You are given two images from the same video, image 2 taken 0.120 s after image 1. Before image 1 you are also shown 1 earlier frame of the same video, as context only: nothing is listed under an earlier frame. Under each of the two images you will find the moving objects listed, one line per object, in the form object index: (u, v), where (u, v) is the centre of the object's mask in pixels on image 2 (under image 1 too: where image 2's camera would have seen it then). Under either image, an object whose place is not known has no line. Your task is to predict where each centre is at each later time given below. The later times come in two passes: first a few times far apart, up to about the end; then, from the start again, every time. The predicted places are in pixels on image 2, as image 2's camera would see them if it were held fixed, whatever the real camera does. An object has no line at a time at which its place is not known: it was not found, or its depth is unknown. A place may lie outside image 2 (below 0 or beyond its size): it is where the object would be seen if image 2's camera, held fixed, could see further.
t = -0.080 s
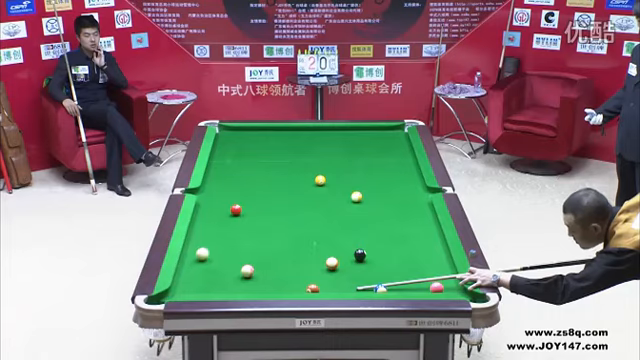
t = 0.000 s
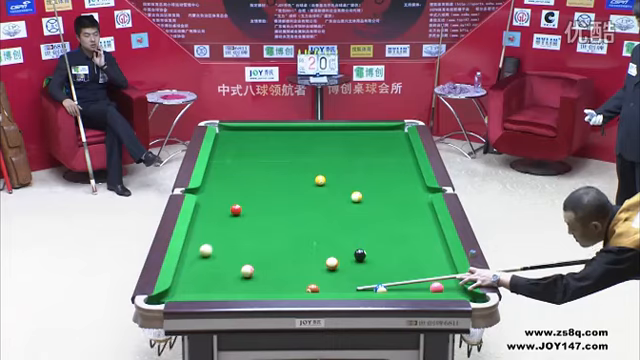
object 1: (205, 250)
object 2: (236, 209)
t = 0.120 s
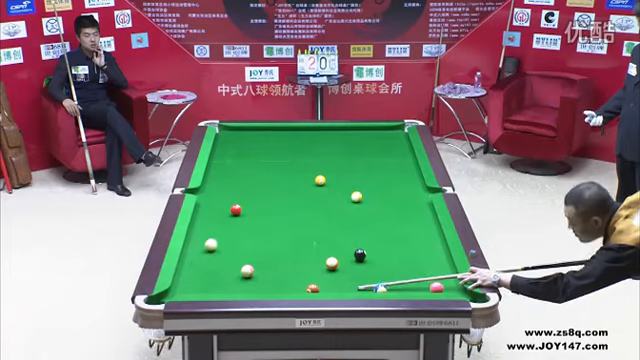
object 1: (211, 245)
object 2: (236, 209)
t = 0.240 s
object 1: (215, 239)
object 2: (236, 209)
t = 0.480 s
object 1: (224, 230)
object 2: (236, 209)
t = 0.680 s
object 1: (231, 223)
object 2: (236, 209)
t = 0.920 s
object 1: (239, 215)
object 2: (235, 208)
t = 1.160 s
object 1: (249, 210)
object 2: (233, 208)
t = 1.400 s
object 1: (259, 207)
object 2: (229, 205)
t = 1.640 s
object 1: (269, 204)
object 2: (226, 204)
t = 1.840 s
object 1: (276, 201)
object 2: (224, 203)
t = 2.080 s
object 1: (284, 199)
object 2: (222, 201)
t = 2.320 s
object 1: (290, 197)
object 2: (221, 201)
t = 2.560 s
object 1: (296, 195)
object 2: (220, 200)
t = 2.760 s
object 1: (300, 194)
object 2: (219, 199)
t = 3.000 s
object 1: (305, 193)
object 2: (219, 199)
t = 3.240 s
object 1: (308, 192)
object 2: (219, 199)
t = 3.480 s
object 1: (311, 191)
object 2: (219, 199)
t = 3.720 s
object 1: (313, 190)
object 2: (219, 199)
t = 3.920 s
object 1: (314, 190)
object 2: (219, 199)
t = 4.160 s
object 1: (314, 190)
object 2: (219, 199)
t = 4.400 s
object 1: (314, 190)
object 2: (219, 199)
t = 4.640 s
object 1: (314, 190)
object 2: (219, 199)
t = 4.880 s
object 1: (314, 190)
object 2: (219, 199)
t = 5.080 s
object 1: (314, 190)
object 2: (219, 199)
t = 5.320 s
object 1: (314, 190)
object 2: (219, 199)
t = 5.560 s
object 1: (314, 190)
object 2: (219, 199)
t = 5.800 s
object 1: (314, 190)
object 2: (219, 199)
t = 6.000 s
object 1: (314, 190)
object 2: (219, 199)
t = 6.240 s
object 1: (314, 190)
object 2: (219, 199)
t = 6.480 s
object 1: (314, 190)
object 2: (219, 199)
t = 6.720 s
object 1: (314, 190)
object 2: (219, 199)
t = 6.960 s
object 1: (314, 190)
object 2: (219, 199)
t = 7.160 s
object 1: (314, 190)
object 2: (219, 199)
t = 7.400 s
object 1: (314, 190)
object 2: (219, 199)
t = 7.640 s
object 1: (314, 190)
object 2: (219, 199)
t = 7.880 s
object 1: (314, 190)
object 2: (219, 199)
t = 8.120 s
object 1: (314, 190)
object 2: (219, 199)
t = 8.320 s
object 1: (314, 190)
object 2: (219, 199)
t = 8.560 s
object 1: (314, 190)
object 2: (219, 199)
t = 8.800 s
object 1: (314, 190)
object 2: (219, 199)
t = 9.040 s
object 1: (314, 190)
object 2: (219, 200)
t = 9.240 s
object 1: (314, 190)
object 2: (219, 199)
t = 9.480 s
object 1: (314, 190)
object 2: (219, 199)
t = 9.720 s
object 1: (314, 190)
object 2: (219, 200)
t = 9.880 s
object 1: (314, 190)
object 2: (219, 200)
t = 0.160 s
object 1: (212, 243)
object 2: (236, 209)
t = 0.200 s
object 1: (214, 241)
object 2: (236, 210)
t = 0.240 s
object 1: (215, 239)
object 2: (236, 209)
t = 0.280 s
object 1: (217, 238)
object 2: (236, 209)
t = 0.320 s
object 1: (219, 236)
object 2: (236, 209)
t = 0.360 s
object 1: (220, 235)
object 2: (236, 209)
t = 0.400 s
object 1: (222, 233)
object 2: (236, 209)
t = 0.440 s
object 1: (223, 232)
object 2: (236, 209)
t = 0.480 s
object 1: (224, 230)
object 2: (236, 209)
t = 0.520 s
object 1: (226, 229)
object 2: (236, 209)
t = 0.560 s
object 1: (227, 227)
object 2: (236, 209)
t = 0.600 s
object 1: (229, 226)
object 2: (236, 209)
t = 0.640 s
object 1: (230, 224)
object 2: (236, 210)
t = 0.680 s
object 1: (231, 223)
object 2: (236, 209)
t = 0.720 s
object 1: (233, 222)
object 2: (236, 209)
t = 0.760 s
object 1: (234, 220)
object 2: (236, 209)
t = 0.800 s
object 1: (235, 219)
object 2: (236, 208)
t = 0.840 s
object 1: (236, 218)
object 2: (235, 208)
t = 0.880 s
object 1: (238, 216)
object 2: (235, 208)
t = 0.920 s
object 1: (239, 215)
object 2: (235, 208)
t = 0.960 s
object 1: (240, 214)
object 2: (234, 208)
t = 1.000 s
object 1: (242, 213)
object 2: (234, 208)
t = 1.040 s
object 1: (244, 213)
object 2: (234, 209)
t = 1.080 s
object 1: (245, 212)
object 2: (234, 208)
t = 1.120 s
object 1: (247, 211)
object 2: (233, 208)
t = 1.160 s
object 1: (249, 210)
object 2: (233, 208)
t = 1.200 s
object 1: (251, 210)
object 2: (232, 207)
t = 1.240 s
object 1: (253, 209)
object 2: (231, 207)
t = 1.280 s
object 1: (254, 209)
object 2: (231, 207)
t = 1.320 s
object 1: (256, 208)
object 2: (230, 206)
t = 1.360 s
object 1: (258, 208)
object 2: (230, 206)
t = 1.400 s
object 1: (259, 207)
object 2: (229, 205)
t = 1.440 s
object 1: (261, 206)
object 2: (229, 205)
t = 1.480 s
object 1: (263, 206)
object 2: (228, 205)
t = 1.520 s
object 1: (265, 205)
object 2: (228, 205)
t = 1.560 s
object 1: (266, 205)
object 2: (227, 204)
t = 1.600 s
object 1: (267, 204)
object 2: (227, 204)
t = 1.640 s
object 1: (269, 204)
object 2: (226, 204)
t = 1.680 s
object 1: (270, 203)
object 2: (226, 203)
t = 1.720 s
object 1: (272, 203)
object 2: (225, 203)
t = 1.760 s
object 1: (273, 202)
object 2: (225, 203)
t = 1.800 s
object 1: (275, 202)
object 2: (224, 203)
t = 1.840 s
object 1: (276, 201)
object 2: (224, 203)
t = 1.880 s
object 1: (277, 201)
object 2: (224, 202)
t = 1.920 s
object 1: (279, 201)
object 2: (224, 202)
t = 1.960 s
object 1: (280, 200)
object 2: (223, 202)
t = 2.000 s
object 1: (281, 200)
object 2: (223, 202)
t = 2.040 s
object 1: (282, 199)
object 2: (223, 201)
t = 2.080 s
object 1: (284, 199)
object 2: (222, 201)
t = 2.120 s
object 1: (285, 199)
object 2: (222, 201)
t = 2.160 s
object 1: (286, 199)
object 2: (221, 201)
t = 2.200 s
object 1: (287, 198)
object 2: (221, 201)
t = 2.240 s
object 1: (288, 198)
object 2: (221, 201)
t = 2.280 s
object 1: (289, 197)
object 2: (221, 201)
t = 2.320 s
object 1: (290, 197)
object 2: (221, 201)
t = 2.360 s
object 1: (292, 197)
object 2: (220, 200)
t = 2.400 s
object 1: (292, 197)
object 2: (220, 200)
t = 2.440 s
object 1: (293, 196)
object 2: (220, 200)
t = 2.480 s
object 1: (294, 196)
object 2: (220, 200)
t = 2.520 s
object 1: (295, 196)
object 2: (220, 200)
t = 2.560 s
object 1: (296, 195)
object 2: (220, 200)
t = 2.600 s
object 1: (297, 195)
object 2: (220, 200)
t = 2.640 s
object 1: (298, 195)
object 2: (219, 200)
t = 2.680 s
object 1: (299, 194)
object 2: (219, 200)
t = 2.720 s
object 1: (300, 194)
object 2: (219, 199)
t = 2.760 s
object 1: (300, 194)
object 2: (219, 199)
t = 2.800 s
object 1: (301, 194)
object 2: (219, 199)
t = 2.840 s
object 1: (302, 193)
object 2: (219, 199)
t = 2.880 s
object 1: (303, 193)
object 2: (219, 199)
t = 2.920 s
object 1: (303, 193)
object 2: (219, 200)
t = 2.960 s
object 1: (304, 193)
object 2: (219, 199)
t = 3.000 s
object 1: (305, 193)
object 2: (219, 199)
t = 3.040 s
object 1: (305, 192)
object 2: (219, 199)
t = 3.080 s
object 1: (306, 192)
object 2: (219, 199)
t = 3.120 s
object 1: (307, 192)
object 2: (219, 200)
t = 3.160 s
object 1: (307, 192)
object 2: (219, 199)
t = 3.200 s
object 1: (308, 192)
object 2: (219, 199)
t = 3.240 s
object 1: (308, 192)
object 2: (219, 199)
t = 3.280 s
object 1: (309, 191)
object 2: (219, 199)
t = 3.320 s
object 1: (309, 191)
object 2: (219, 199)
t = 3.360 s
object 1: (310, 191)
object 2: (219, 199)
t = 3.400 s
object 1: (310, 191)
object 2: (219, 199)
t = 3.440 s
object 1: (310, 191)
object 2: (219, 199)
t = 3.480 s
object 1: (311, 191)
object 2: (219, 199)
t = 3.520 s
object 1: (311, 191)
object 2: (219, 199)
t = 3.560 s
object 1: (312, 191)
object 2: (219, 199)
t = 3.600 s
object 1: (312, 191)
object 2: (219, 199)
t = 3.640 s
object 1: (312, 191)
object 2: (219, 200)
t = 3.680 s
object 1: (313, 191)
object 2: (219, 199)
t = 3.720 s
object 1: (313, 190)
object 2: (219, 199)
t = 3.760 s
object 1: (313, 190)
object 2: (219, 199)
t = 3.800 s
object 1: (313, 190)
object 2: (219, 199)
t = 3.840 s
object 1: (314, 190)
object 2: (219, 199)
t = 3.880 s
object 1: (314, 190)
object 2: (219, 199)
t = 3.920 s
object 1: (314, 190)
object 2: (219, 199)
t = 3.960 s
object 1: (314, 190)
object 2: (219, 199)
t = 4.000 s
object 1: (314, 190)
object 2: (219, 199)
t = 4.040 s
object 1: (314, 190)
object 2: (219, 199)
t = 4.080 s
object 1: (314, 190)
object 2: (219, 199)
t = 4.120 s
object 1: (314, 190)
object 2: (219, 199)
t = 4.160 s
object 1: (314, 190)
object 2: (219, 199)
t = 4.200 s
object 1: (314, 190)
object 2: (219, 199)
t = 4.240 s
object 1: (314, 190)
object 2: (219, 199)
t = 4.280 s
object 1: (314, 190)
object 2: (219, 199)
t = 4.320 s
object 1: (314, 190)
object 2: (219, 199)
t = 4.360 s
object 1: (314, 190)
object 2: (219, 199)
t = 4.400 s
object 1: (314, 190)
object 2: (219, 199)
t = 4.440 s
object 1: (314, 190)
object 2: (219, 199)
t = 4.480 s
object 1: (314, 190)
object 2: (219, 199)
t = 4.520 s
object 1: (314, 190)
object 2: (219, 199)
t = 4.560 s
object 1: (314, 190)
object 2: (219, 199)
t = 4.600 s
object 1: (314, 190)
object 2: (219, 199)
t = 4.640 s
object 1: (314, 190)
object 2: (219, 199)
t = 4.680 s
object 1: (314, 190)
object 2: (219, 199)
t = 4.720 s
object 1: (314, 190)
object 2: (219, 199)
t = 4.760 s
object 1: (314, 190)
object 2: (219, 199)
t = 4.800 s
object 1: (314, 190)
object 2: (219, 199)
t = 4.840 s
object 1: (314, 190)
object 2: (219, 199)
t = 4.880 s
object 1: (314, 190)
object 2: (219, 199)
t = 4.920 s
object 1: (314, 190)
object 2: (219, 199)
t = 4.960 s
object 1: (314, 190)
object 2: (219, 199)
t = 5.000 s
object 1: (314, 190)
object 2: (219, 199)
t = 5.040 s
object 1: (314, 190)
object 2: (219, 199)
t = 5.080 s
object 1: (314, 190)
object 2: (219, 199)
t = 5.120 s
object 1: (314, 190)
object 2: (219, 199)
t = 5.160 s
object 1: (314, 190)
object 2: (219, 199)
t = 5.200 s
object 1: (314, 190)
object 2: (219, 199)
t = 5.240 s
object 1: (314, 190)
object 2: (219, 199)
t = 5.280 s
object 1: (314, 190)
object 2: (219, 199)
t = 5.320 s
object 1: (314, 190)
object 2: (219, 199)
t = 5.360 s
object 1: (314, 190)
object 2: (219, 199)
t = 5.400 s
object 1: (314, 190)
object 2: (219, 199)
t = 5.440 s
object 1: (314, 190)
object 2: (219, 199)
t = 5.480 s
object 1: (314, 190)
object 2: (219, 199)
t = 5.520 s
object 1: (314, 190)
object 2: (219, 199)
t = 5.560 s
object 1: (314, 190)
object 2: (219, 199)
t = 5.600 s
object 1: (314, 190)
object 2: (219, 199)
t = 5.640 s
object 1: (314, 190)
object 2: (219, 199)
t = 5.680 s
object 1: (314, 190)
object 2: (219, 199)
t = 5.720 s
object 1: (314, 190)
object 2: (219, 199)
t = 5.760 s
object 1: (314, 190)
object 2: (219, 199)
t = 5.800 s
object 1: (314, 190)
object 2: (219, 199)
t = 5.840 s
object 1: (314, 190)
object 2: (219, 199)
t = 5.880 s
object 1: (314, 190)
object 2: (219, 199)
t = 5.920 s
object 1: (314, 190)
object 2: (219, 199)
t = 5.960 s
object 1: (314, 190)
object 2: (219, 199)
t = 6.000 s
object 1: (314, 190)
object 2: (219, 199)
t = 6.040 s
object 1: (314, 190)
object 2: (219, 199)
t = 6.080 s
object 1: (314, 190)
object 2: (219, 199)
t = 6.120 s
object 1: (314, 190)
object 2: (219, 199)
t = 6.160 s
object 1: (314, 190)
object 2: (219, 199)
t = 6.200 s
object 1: (314, 190)
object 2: (219, 199)
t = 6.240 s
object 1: (314, 190)
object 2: (219, 199)
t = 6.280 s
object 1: (314, 190)
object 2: (219, 199)
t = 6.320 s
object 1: (314, 190)
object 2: (219, 199)
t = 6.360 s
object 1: (314, 190)
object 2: (219, 199)
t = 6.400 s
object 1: (314, 190)
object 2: (219, 199)
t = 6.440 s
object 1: (314, 190)
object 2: (219, 199)
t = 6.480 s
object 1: (314, 190)
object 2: (219, 199)
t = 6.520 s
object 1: (314, 190)
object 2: (219, 199)
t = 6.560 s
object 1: (314, 190)
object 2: (219, 199)
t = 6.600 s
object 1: (314, 190)
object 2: (219, 199)
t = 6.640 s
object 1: (314, 190)
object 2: (219, 199)
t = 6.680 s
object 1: (314, 190)
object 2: (219, 199)
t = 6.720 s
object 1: (314, 190)
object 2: (219, 199)
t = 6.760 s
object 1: (314, 190)
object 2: (219, 199)
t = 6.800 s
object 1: (314, 190)
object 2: (219, 199)
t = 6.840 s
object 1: (314, 190)
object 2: (219, 199)
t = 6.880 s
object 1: (314, 190)
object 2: (219, 199)
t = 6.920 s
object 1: (314, 190)
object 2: (219, 199)
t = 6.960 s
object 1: (314, 190)
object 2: (219, 199)
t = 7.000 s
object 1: (314, 190)
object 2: (219, 199)
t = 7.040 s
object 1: (314, 190)
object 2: (219, 199)
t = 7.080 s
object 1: (314, 190)
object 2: (219, 199)
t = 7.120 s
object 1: (314, 190)
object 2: (219, 199)
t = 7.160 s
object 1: (314, 190)
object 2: (219, 199)
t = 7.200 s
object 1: (314, 190)
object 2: (219, 199)
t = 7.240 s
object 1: (314, 190)
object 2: (219, 199)
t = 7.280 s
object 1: (314, 190)
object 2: (219, 199)
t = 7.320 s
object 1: (314, 190)
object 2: (219, 199)
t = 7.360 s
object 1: (314, 190)
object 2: (219, 199)
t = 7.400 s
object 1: (314, 190)
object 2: (219, 199)
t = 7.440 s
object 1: (314, 190)
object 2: (219, 199)
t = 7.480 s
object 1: (314, 190)
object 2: (219, 199)
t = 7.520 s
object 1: (314, 190)
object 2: (219, 199)
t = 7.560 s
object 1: (314, 190)
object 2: (219, 199)
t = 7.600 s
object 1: (314, 190)
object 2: (219, 199)
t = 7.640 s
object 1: (314, 190)
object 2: (219, 199)
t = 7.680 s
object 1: (314, 190)
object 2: (219, 199)
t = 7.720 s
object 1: (314, 190)
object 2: (219, 199)
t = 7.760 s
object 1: (314, 190)
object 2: (219, 199)
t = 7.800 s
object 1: (314, 190)
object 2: (219, 199)
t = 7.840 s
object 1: (314, 190)
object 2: (219, 199)
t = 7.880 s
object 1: (314, 190)
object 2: (219, 199)
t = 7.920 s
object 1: (314, 190)
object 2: (219, 199)
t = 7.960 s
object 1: (314, 190)
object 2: (219, 199)
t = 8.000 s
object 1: (314, 190)
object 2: (219, 199)
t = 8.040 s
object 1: (314, 190)
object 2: (219, 199)
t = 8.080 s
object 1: (314, 190)
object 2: (219, 199)
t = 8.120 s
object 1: (314, 190)
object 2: (219, 199)
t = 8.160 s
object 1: (314, 190)
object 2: (219, 199)
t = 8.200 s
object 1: (314, 190)
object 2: (219, 199)
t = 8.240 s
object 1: (314, 190)
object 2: (219, 199)
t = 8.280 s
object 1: (314, 190)
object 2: (219, 199)
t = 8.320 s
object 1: (314, 190)
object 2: (219, 199)
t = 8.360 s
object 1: (314, 190)
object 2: (219, 199)
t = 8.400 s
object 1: (314, 190)
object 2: (219, 199)
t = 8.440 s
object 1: (314, 190)
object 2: (219, 199)
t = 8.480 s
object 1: (314, 190)
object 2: (219, 199)
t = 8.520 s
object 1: (314, 190)
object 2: (219, 199)
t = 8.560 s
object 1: (314, 190)
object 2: (219, 199)
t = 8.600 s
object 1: (314, 190)
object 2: (219, 199)
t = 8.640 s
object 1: (314, 190)
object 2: (219, 199)
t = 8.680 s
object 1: (314, 190)
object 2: (219, 199)
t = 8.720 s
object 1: (314, 190)
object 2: (219, 199)
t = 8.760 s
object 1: (314, 190)
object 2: (219, 200)
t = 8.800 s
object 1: (314, 190)
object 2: (219, 199)
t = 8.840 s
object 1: (314, 190)
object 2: (219, 200)
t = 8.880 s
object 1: (314, 190)
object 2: (219, 200)
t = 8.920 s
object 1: (314, 190)
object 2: (219, 200)
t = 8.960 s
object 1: (314, 190)
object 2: (219, 199)
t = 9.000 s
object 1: (314, 190)
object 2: (219, 199)
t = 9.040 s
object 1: (314, 190)
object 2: (219, 200)
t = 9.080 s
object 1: (314, 190)
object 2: (219, 199)
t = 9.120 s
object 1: (314, 190)
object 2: (219, 199)
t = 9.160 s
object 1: (314, 190)
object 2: (219, 199)
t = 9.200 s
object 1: (314, 190)
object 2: (219, 199)
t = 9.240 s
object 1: (314, 190)
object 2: (219, 199)
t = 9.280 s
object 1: (314, 190)
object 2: (219, 199)
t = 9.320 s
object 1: (314, 190)
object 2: (219, 199)
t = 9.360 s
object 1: (314, 190)
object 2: (219, 199)
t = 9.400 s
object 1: (314, 190)
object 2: (219, 199)
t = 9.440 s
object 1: (314, 190)
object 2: (219, 199)
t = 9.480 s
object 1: (314, 190)
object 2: (219, 199)
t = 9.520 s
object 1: (314, 190)
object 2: (219, 199)
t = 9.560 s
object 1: (314, 190)
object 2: (219, 199)
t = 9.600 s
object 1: (314, 190)
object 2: (219, 199)
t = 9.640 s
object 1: (314, 190)
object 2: (219, 199)
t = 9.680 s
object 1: (314, 190)
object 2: (219, 200)
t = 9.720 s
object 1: (314, 190)
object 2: (219, 200)
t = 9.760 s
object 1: (314, 190)
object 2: (219, 199)
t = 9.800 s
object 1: (314, 190)
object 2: (219, 200)
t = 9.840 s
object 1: (314, 190)
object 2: (219, 200)
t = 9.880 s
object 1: (314, 190)
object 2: (219, 200)
